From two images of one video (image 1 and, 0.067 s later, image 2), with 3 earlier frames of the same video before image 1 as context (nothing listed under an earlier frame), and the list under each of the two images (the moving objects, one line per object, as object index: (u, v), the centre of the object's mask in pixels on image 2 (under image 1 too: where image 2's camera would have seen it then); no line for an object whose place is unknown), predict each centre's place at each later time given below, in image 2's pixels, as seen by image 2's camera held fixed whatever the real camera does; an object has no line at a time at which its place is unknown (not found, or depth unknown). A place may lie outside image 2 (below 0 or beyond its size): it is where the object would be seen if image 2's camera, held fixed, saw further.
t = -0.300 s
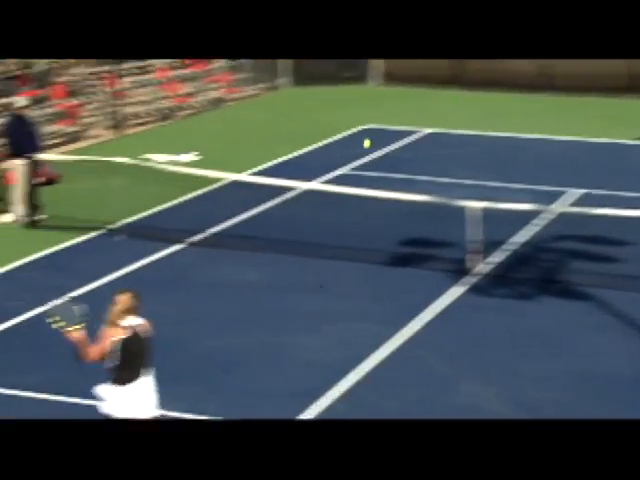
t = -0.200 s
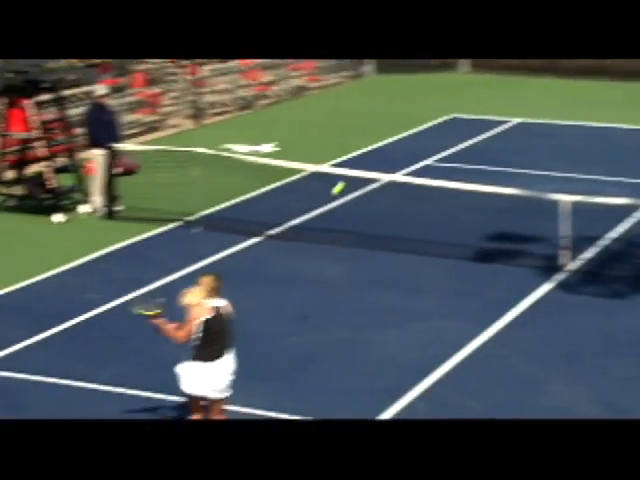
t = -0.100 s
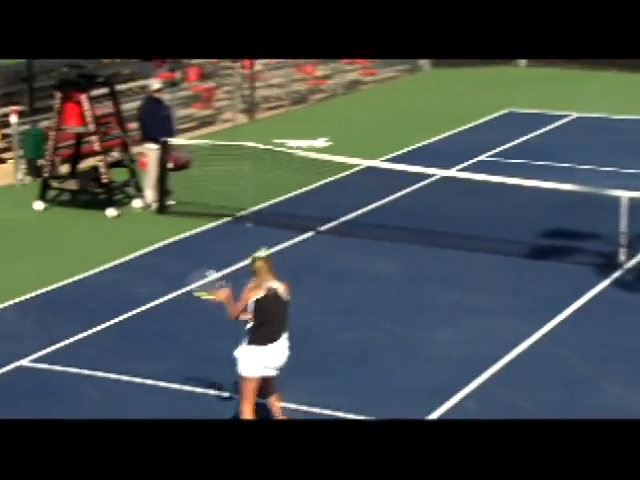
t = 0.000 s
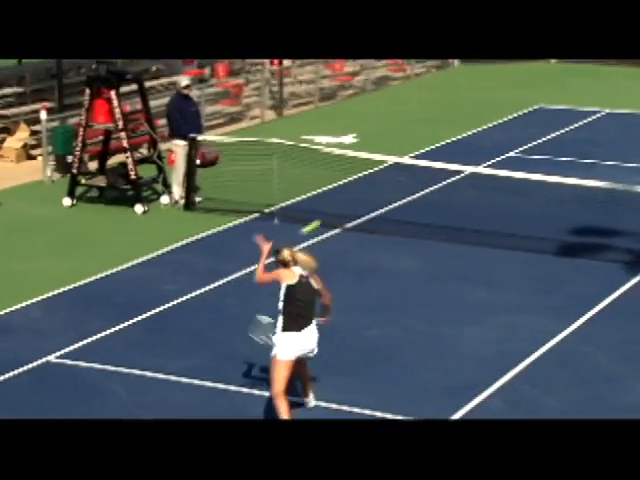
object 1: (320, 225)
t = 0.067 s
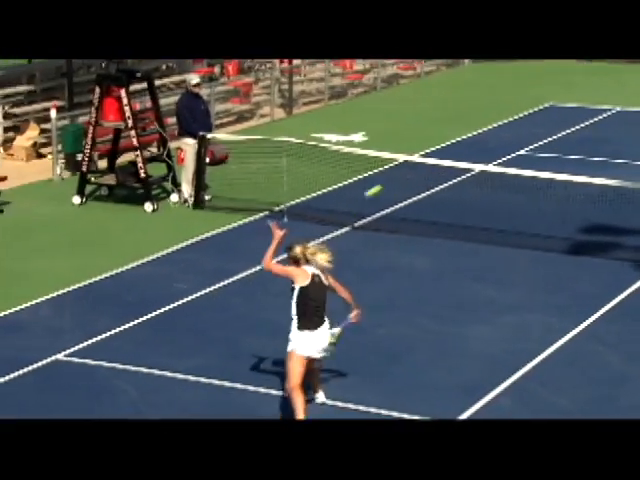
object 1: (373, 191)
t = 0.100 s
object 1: (397, 177)
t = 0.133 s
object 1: (418, 165)
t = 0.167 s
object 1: (439, 155)
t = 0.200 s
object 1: (456, 147)
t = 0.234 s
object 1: (473, 141)
